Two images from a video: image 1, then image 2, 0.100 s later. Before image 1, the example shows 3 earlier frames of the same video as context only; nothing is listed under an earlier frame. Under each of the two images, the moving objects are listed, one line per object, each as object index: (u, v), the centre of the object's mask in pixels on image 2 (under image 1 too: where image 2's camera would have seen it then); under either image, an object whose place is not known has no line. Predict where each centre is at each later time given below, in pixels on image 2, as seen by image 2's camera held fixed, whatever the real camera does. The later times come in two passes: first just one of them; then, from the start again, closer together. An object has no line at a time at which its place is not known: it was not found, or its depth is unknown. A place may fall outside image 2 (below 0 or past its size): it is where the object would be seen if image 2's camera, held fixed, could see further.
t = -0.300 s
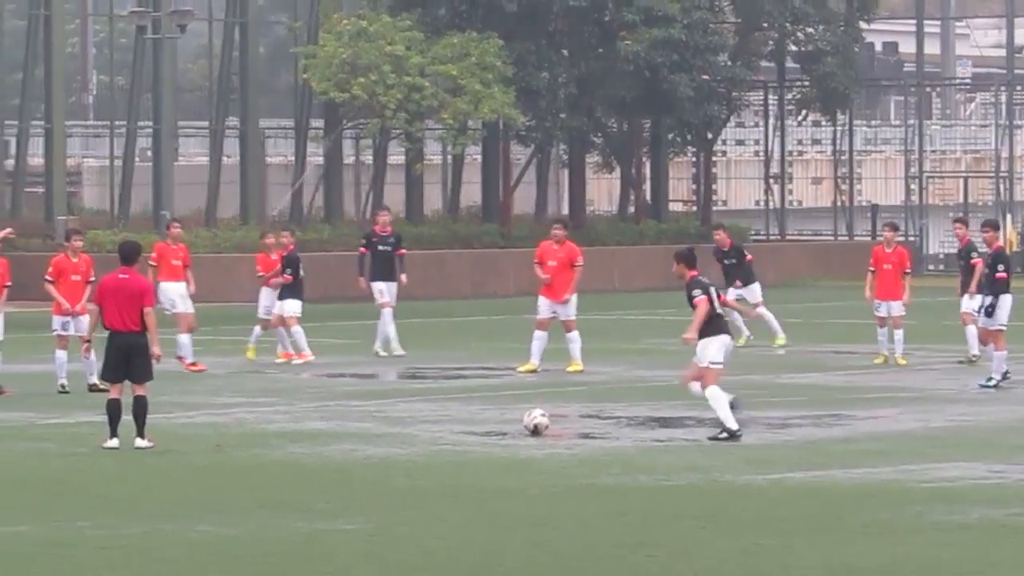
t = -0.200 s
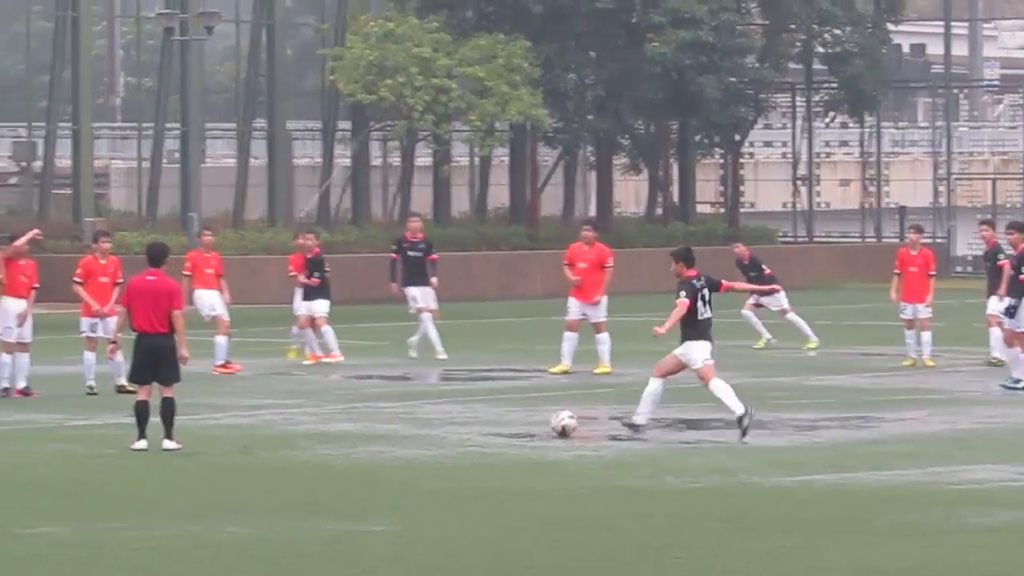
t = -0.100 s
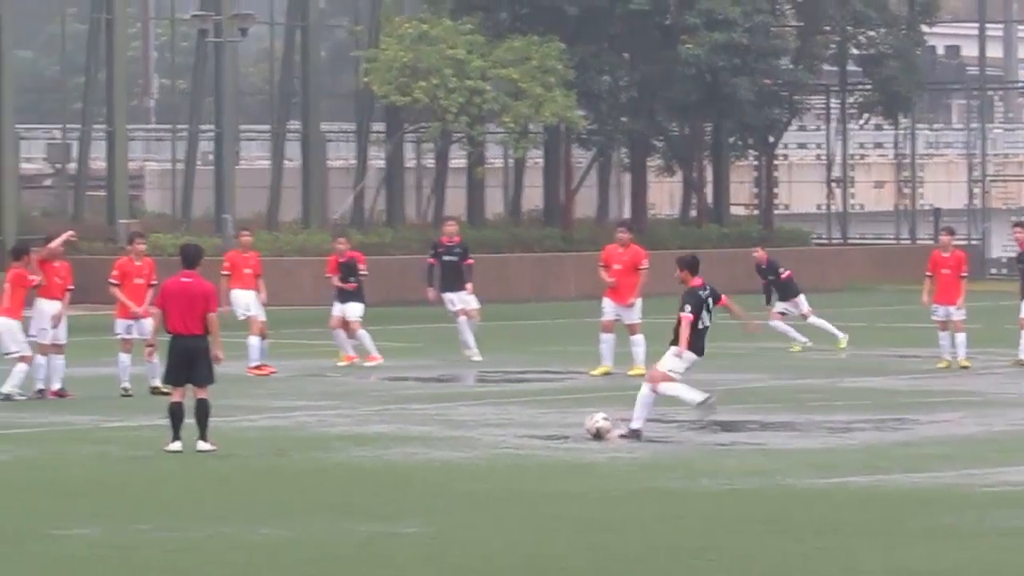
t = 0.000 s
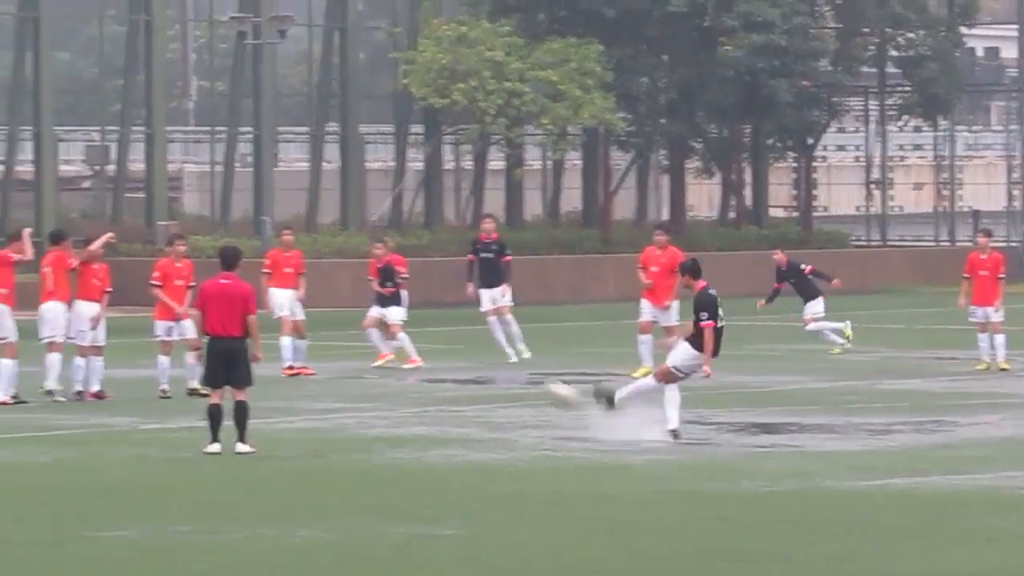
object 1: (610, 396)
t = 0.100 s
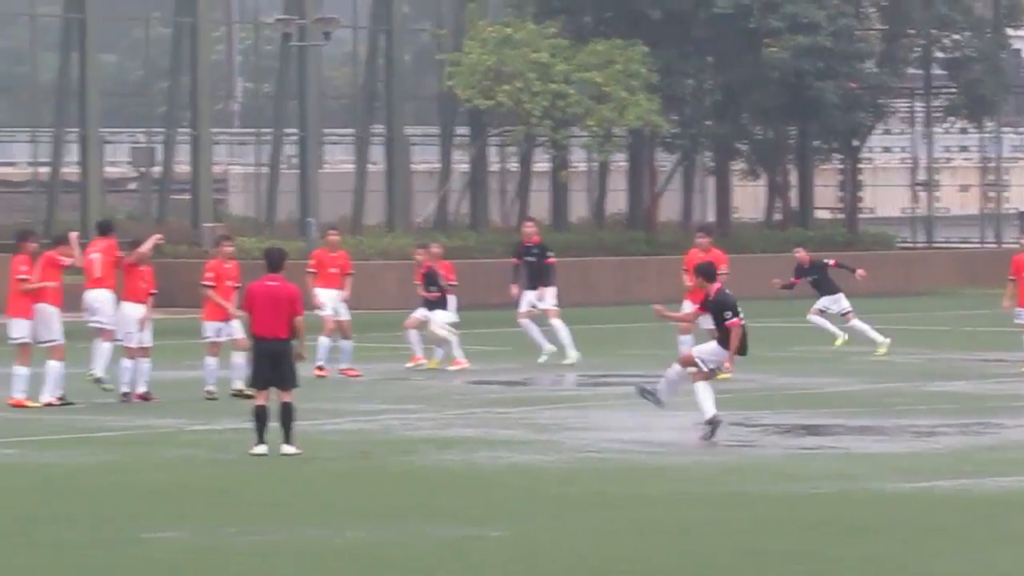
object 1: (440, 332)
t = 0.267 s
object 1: (218, 279)
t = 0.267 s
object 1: (218, 279)
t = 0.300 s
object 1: (181, 274)
